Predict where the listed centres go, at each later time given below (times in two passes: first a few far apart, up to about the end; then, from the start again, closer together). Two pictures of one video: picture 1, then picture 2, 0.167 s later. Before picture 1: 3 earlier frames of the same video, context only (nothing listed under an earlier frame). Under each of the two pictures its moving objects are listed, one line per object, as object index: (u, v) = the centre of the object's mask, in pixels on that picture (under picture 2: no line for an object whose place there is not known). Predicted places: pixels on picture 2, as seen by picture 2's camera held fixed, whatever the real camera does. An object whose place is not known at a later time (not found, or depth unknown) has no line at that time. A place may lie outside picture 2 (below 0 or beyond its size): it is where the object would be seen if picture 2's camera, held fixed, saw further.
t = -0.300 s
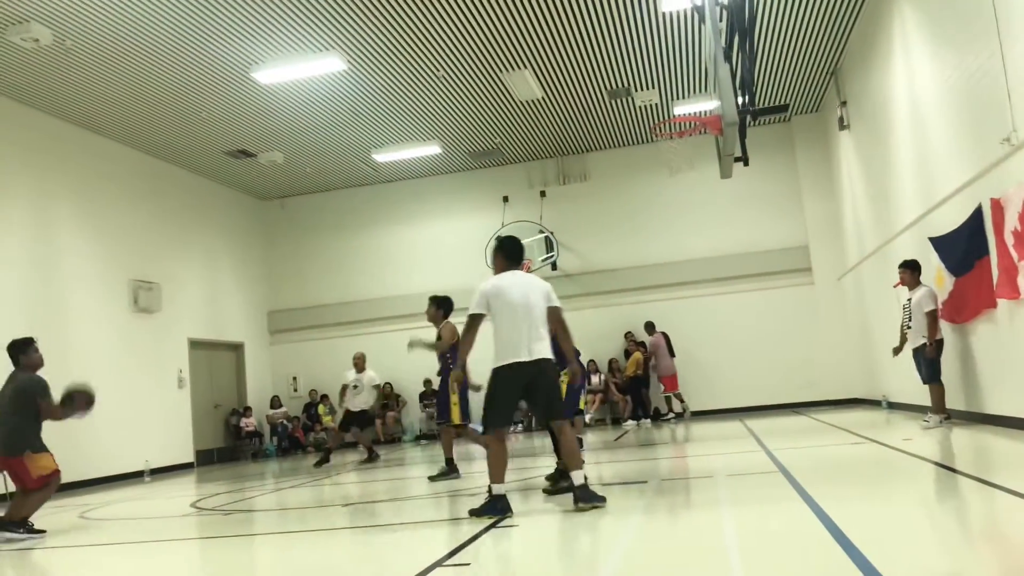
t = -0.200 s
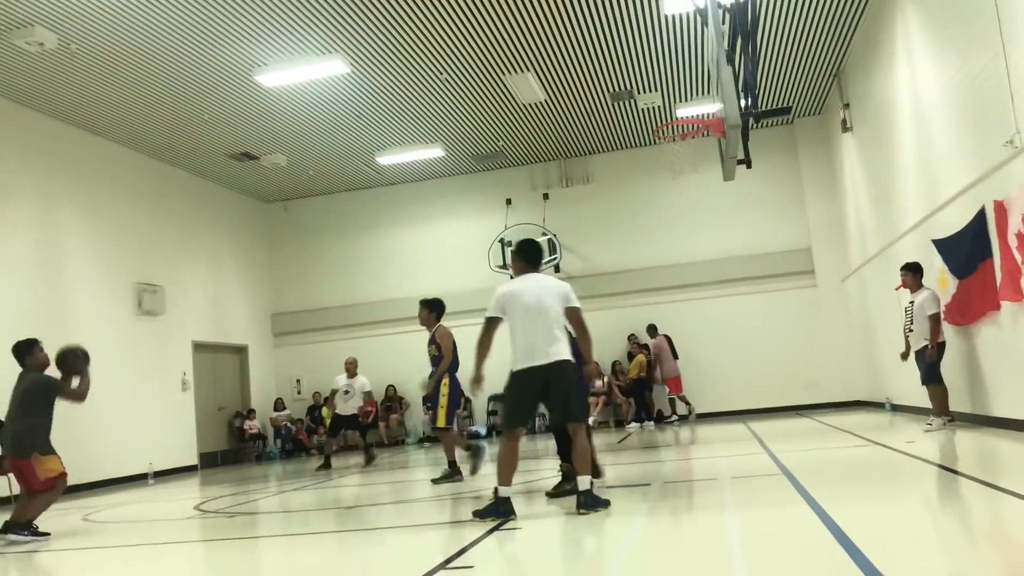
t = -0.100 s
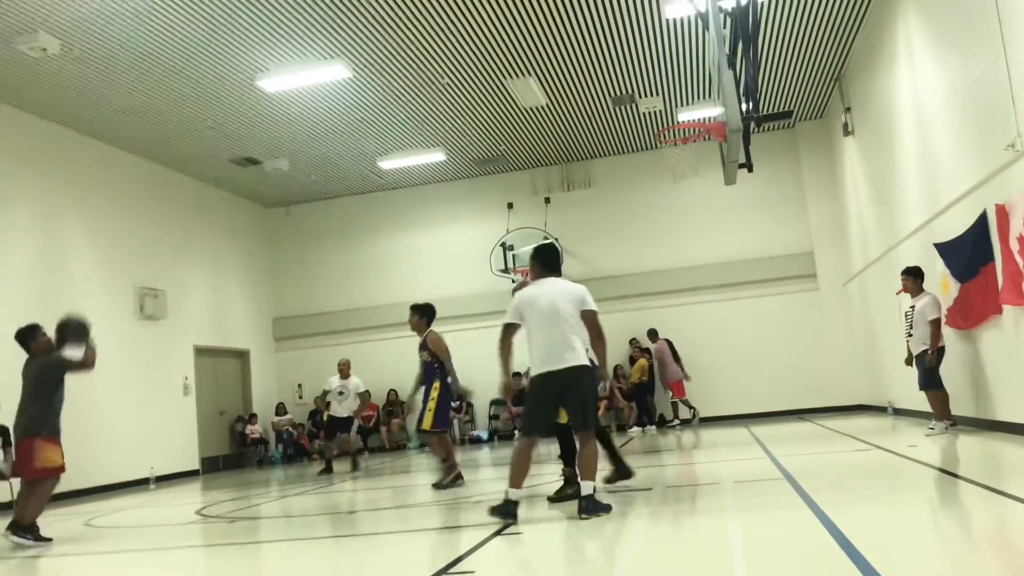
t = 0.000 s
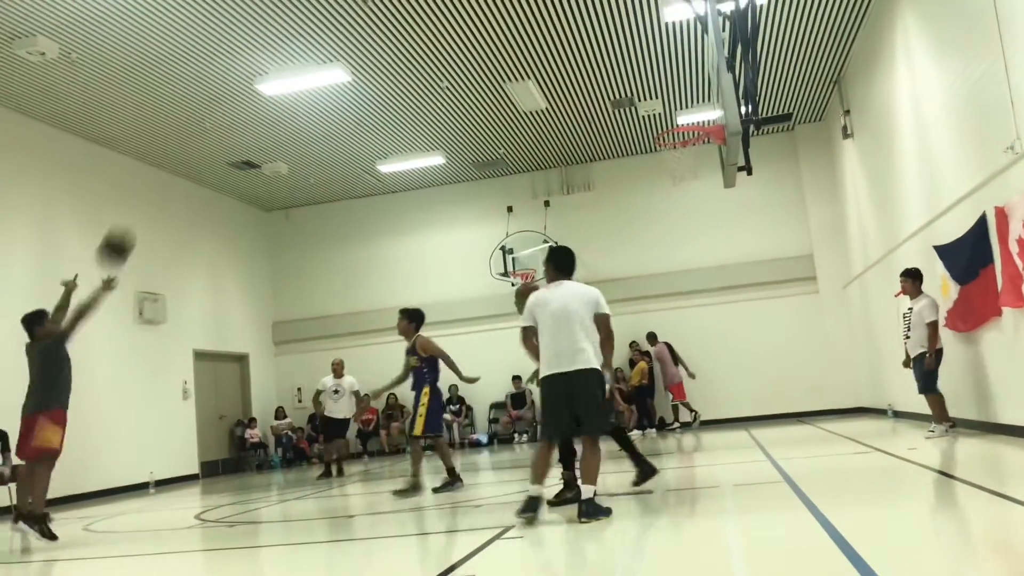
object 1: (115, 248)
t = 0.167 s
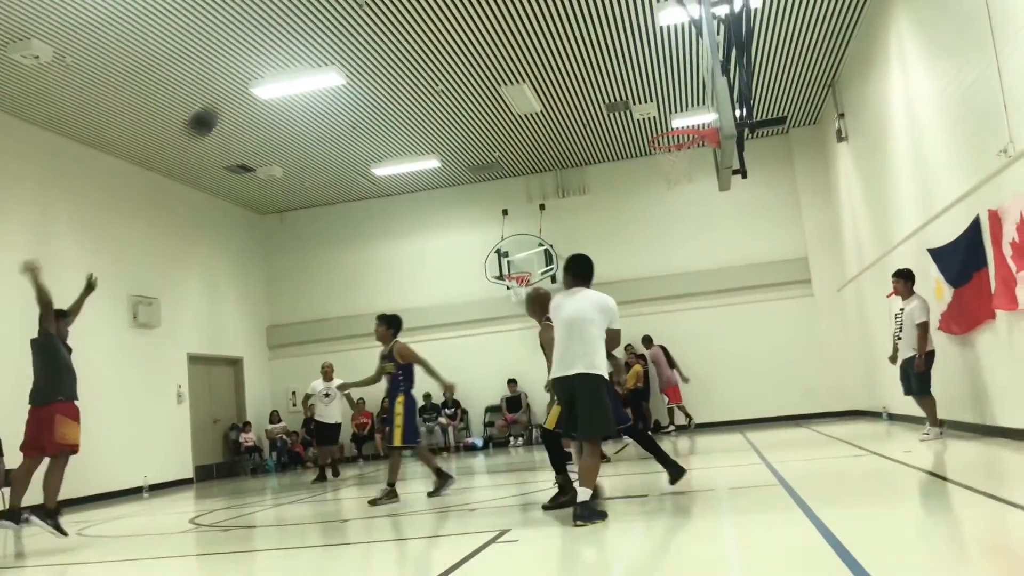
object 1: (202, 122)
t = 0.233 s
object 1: (237, 82)
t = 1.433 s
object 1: (662, 186)
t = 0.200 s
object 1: (220, 101)
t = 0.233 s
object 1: (237, 82)
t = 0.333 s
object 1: (287, 33)
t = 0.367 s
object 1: (303, 20)
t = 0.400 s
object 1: (320, 8)
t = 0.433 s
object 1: (336, -1)
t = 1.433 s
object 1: (662, 186)
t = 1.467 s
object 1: (655, 203)
